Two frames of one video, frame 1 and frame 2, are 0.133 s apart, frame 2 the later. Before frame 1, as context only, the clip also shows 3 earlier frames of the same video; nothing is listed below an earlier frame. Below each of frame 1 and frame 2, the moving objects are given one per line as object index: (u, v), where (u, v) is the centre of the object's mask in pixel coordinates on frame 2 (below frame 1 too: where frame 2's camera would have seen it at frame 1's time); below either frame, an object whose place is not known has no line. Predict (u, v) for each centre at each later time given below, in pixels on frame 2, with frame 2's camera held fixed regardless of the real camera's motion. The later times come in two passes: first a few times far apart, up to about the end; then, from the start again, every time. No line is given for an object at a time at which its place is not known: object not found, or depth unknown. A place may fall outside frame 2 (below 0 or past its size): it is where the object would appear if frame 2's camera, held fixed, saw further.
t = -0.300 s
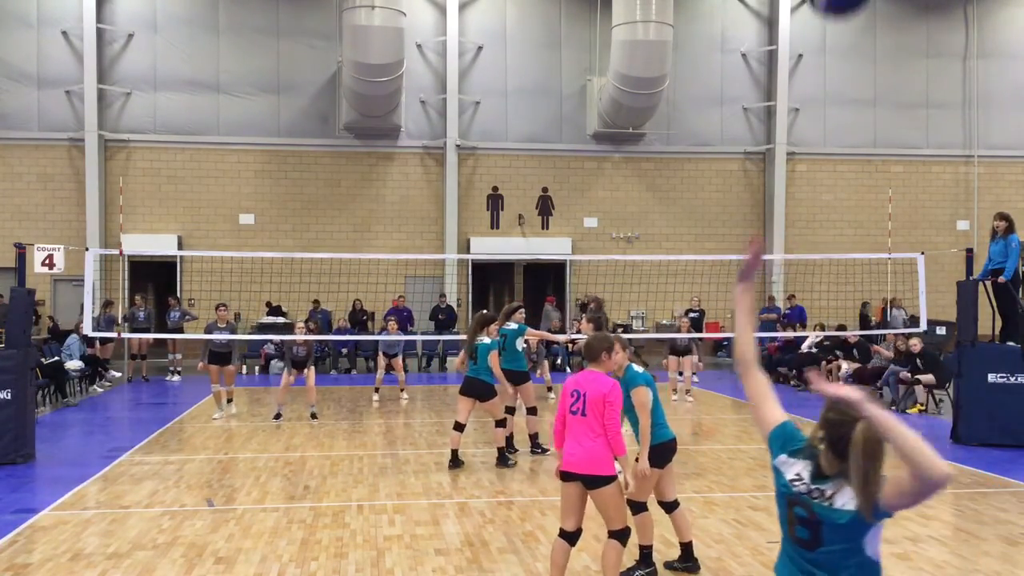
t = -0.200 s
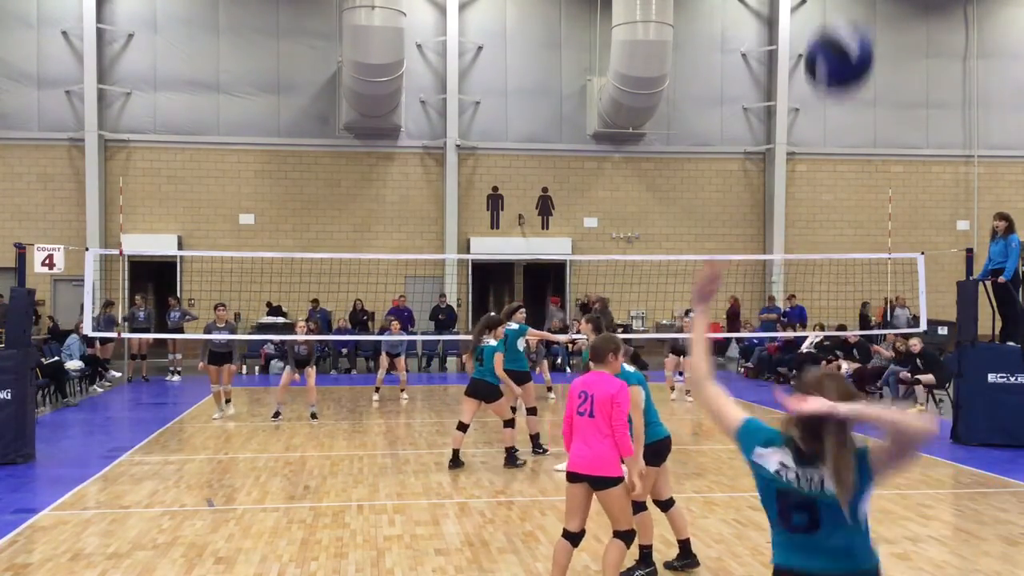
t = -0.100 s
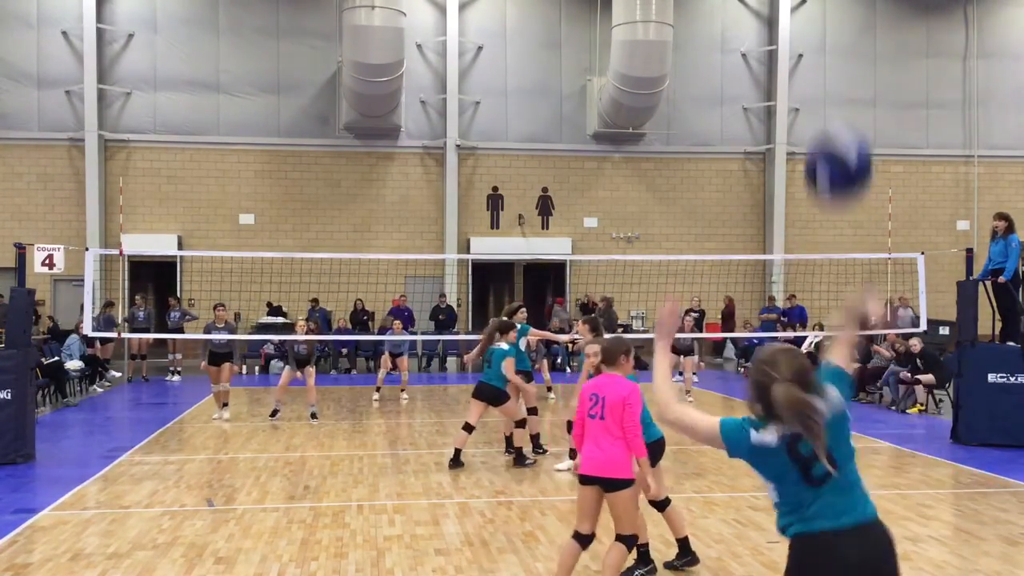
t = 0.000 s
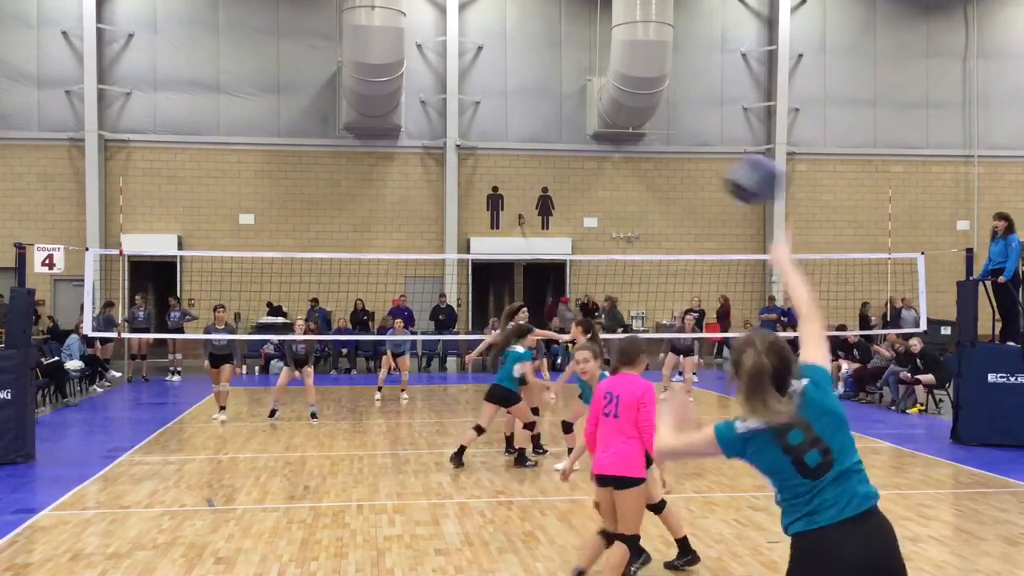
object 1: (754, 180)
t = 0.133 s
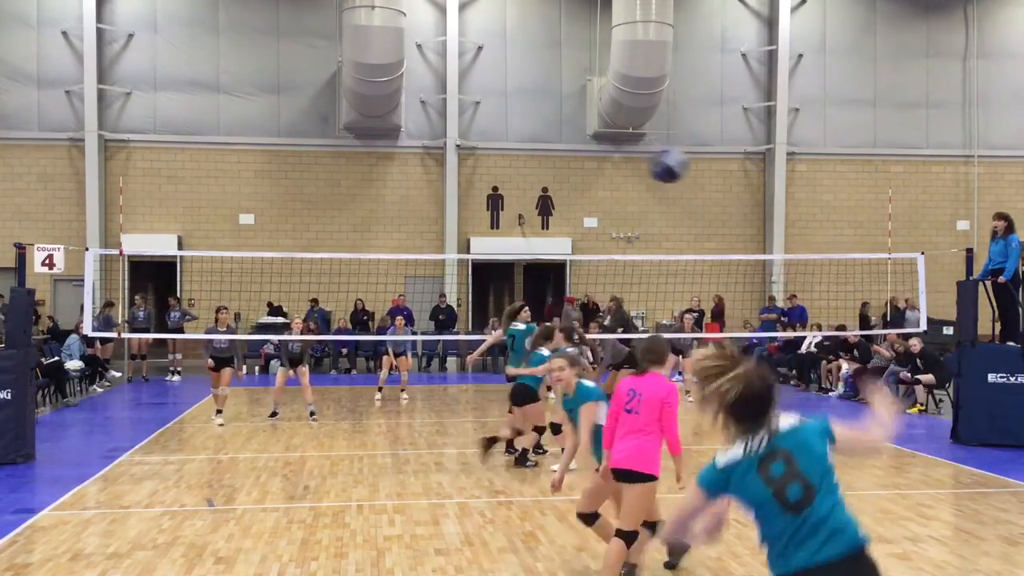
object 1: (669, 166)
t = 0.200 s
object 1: (642, 171)
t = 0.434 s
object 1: (593, 228)
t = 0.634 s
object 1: (569, 292)
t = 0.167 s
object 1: (655, 168)
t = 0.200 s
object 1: (642, 171)
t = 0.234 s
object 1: (632, 177)
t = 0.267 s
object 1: (624, 185)
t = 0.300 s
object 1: (616, 192)
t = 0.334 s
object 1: (609, 199)
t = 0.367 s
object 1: (603, 209)
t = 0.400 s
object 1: (597, 218)
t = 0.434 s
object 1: (593, 228)
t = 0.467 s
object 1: (588, 239)
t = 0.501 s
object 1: (584, 248)
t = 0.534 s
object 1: (580, 260)
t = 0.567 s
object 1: (577, 272)
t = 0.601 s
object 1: (573, 282)
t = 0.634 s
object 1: (569, 292)
